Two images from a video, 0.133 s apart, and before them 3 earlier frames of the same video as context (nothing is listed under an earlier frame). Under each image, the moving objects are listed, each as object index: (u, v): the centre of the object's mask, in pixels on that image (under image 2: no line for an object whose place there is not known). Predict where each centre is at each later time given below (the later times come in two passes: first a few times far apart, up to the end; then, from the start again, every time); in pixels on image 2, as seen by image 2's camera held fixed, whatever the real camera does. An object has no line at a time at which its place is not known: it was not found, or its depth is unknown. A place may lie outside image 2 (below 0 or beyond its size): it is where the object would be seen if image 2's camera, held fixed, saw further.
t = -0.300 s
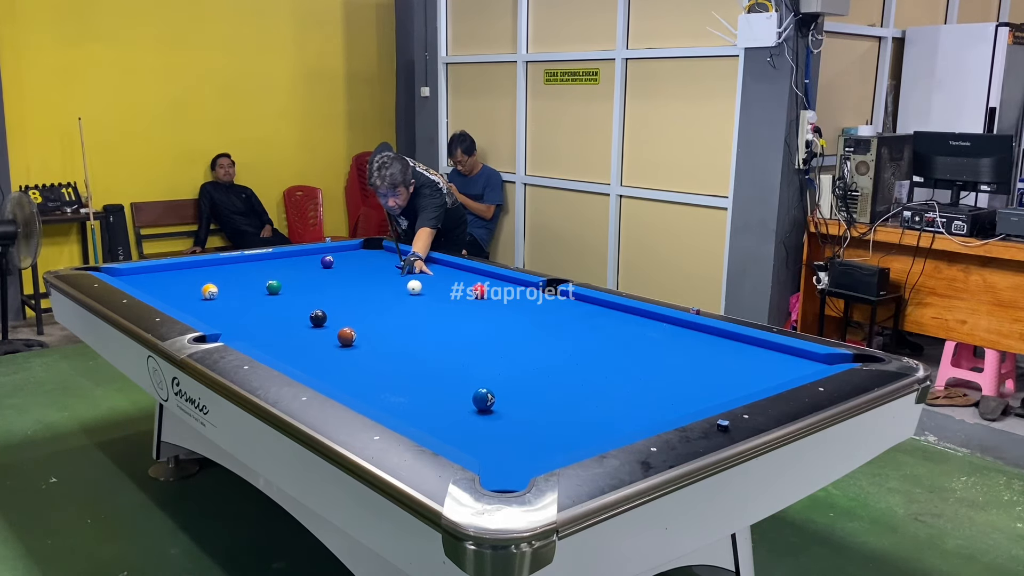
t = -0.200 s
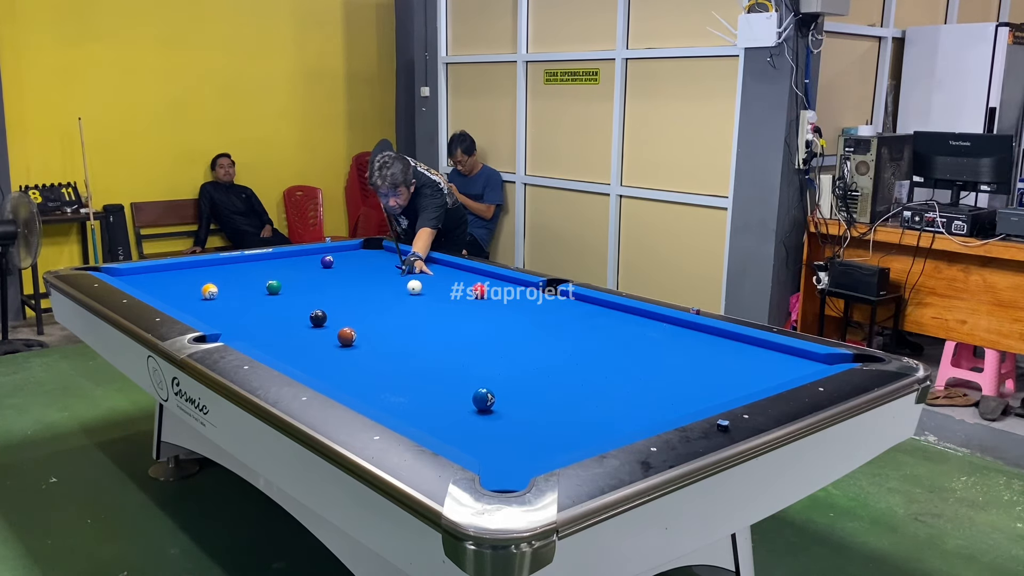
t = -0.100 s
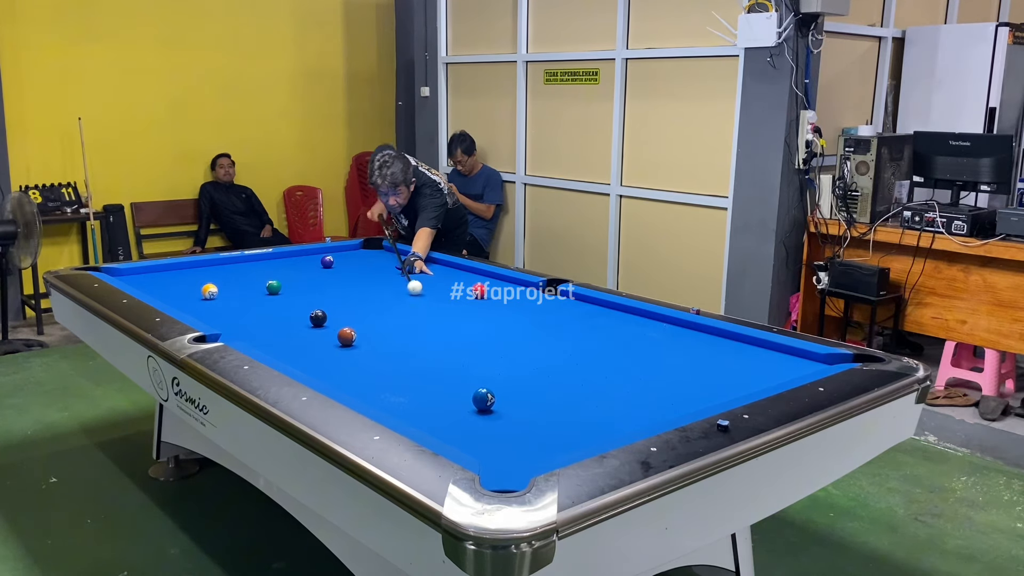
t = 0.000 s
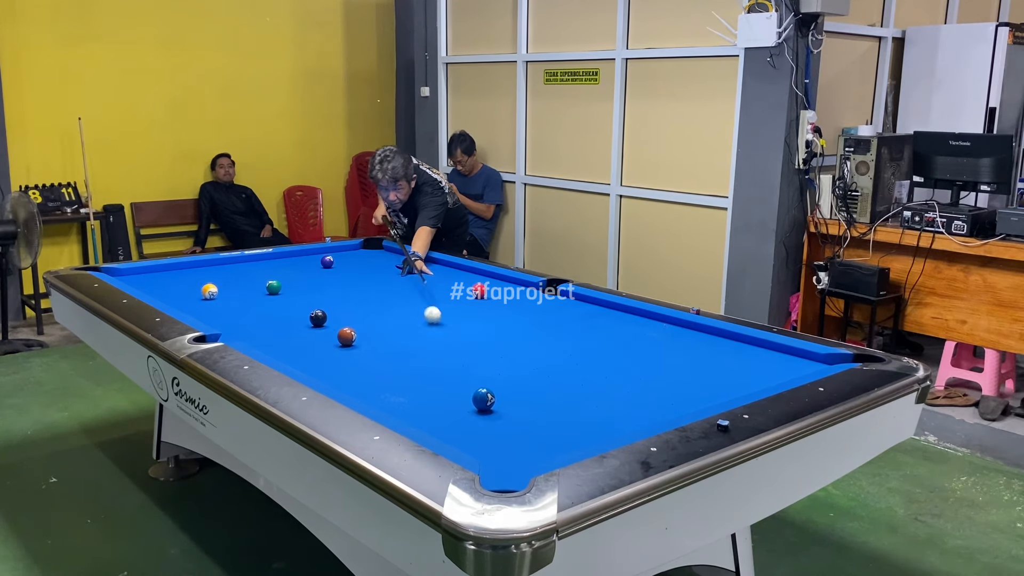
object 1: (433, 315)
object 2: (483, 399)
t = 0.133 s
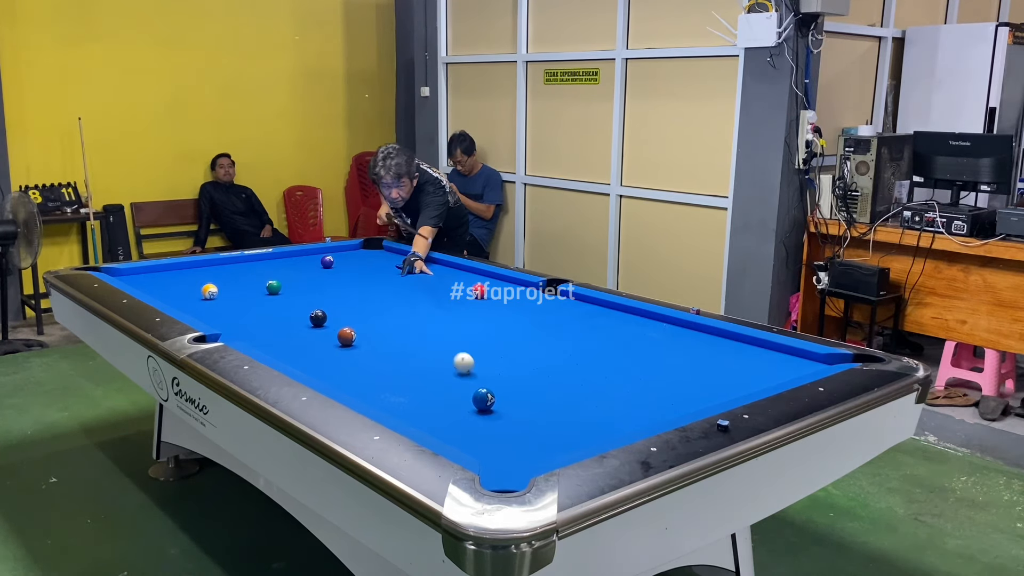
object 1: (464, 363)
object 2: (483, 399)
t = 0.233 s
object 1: (489, 391)
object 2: (489, 419)
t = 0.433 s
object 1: (513, 385)
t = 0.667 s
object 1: (529, 373)
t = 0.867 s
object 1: (540, 364)
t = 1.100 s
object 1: (553, 354)
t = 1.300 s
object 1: (562, 347)
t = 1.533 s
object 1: (571, 339)
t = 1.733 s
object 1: (579, 333)
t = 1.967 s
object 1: (586, 326)
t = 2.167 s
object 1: (592, 322)
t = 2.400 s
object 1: (598, 316)
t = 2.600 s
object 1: (603, 312)
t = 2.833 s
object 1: (607, 308)
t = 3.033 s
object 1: (609, 305)
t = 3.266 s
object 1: (599, 306)
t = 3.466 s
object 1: (592, 306)
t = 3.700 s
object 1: (584, 306)
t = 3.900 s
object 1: (579, 306)
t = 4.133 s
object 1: (574, 306)
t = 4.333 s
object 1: (570, 306)
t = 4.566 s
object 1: (567, 306)
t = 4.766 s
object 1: (566, 306)
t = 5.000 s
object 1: (566, 306)
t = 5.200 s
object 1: (566, 306)
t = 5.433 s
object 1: (566, 306)
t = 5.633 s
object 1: (566, 306)
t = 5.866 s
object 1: (566, 306)
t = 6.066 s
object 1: (566, 306)
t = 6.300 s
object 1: (566, 306)
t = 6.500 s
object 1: (566, 306)
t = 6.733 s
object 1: (566, 306)
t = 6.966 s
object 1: (566, 306)
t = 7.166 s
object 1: (566, 306)
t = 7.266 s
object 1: (566, 306)
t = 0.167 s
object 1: (473, 377)
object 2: (483, 399)
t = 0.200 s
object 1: (482, 386)
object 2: (484, 401)
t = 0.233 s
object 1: (489, 391)
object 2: (489, 419)
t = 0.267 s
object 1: (494, 391)
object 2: (494, 439)
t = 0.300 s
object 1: (499, 391)
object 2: (499, 460)
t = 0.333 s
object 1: (503, 390)
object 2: (505, 482)
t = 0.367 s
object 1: (507, 389)
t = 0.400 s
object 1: (510, 387)
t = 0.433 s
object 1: (513, 385)
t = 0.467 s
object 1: (515, 383)
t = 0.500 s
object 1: (518, 382)
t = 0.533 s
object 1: (520, 380)
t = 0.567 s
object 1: (522, 378)
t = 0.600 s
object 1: (524, 376)
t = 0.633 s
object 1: (527, 375)
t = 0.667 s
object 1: (529, 373)
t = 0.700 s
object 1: (531, 372)
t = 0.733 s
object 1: (533, 370)
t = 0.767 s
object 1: (535, 368)
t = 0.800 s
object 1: (537, 367)
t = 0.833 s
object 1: (539, 365)
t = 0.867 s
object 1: (540, 364)
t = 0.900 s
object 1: (542, 362)
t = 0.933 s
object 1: (544, 361)
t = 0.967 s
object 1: (546, 360)
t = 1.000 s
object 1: (548, 358)
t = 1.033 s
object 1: (549, 357)
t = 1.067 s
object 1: (551, 356)
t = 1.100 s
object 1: (553, 354)
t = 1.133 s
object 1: (554, 353)
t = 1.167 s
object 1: (556, 351)
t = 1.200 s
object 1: (558, 350)
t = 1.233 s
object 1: (559, 349)
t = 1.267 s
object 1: (560, 348)
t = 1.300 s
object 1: (562, 347)
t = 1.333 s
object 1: (563, 345)
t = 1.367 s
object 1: (565, 344)
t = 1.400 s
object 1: (566, 343)
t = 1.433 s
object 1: (567, 342)
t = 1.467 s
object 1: (569, 341)
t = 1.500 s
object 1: (570, 340)
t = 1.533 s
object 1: (571, 339)
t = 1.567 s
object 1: (573, 338)
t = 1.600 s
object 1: (574, 337)
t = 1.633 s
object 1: (575, 336)
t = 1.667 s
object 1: (576, 335)
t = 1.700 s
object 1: (578, 334)
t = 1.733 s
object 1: (579, 333)
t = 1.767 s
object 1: (580, 332)
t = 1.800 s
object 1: (581, 331)
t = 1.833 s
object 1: (582, 330)
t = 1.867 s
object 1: (583, 329)
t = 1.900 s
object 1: (585, 328)
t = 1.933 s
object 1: (585, 327)
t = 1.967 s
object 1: (586, 326)
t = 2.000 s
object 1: (587, 326)
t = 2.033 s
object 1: (588, 325)
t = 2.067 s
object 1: (589, 324)
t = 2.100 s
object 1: (590, 323)
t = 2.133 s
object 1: (591, 322)
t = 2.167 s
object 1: (592, 322)
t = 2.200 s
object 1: (593, 321)
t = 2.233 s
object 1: (594, 320)
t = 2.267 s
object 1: (595, 319)
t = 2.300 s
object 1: (596, 319)
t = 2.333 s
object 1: (596, 318)
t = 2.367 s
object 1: (597, 317)
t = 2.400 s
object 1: (598, 316)
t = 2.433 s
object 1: (599, 316)
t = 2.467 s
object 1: (600, 315)
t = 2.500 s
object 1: (600, 314)
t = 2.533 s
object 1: (601, 314)
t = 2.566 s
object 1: (602, 313)
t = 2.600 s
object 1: (603, 312)
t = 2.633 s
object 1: (603, 312)
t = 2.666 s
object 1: (604, 311)
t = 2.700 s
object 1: (605, 310)
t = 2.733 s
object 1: (605, 310)
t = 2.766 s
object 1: (606, 309)
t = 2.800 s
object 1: (607, 309)
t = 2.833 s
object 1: (607, 308)
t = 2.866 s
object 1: (608, 307)
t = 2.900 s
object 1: (609, 307)
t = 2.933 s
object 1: (609, 306)
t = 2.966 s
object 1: (610, 306)
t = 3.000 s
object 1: (610, 305)
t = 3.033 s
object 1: (609, 305)
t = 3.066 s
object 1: (607, 305)
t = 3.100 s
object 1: (606, 305)
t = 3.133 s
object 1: (605, 305)
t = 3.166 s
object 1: (603, 305)
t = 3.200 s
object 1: (602, 306)
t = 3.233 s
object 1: (601, 306)
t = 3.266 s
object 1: (599, 306)
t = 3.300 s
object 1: (598, 306)
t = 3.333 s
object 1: (597, 306)
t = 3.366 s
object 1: (595, 306)
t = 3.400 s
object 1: (594, 306)
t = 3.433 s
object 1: (593, 306)
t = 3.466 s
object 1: (592, 306)
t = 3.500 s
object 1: (591, 306)
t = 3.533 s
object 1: (589, 306)
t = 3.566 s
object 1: (588, 306)
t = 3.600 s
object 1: (587, 306)
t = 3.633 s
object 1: (586, 306)
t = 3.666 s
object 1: (585, 306)
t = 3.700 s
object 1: (584, 306)
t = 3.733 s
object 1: (584, 306)
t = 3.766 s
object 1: (582, 306)
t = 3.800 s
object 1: (581, 306)
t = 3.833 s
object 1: (580, 306)
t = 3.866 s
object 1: (580, 306)
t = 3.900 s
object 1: (579, 306)
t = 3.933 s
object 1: (578, 306)
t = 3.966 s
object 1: (577, 306)
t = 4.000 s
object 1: (576, 306)
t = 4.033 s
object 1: (576, 306)
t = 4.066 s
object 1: (575, 306)
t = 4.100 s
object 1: (574, 306)
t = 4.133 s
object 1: (574, 306)
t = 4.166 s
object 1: (573, 306)
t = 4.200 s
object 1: (572, 306)
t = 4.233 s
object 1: (572, 306)
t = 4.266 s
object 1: (571, 306)
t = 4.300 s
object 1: (571, 306)
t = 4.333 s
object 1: (570, 306)
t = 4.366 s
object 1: (570, 306)
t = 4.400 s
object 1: (569, 306)
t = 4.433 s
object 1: (569, 306)
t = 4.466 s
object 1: (569, 306)
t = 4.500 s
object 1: (568, 306)
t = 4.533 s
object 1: (568, 306)
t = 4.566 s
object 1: (567, 306)
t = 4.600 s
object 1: (567, 306)
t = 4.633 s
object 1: (567, 306)
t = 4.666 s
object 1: (567, 306)
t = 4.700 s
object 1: (566, 306)
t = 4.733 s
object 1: (566, 306)
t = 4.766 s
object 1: (566, 306)
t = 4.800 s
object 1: (566, 306)
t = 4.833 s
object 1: (566, 306)
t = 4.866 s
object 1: (566, 306)
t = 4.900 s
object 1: (566, 306)
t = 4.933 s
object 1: (566, 306)
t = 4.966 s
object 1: (566, 306)
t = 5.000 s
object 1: (566, 306)
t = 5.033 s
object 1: (566, 306)
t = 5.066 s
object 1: (566, 306)
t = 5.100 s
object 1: (566, 306)
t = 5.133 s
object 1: (566, 306)
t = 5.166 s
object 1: (566, 306)
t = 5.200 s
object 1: (566, 306)
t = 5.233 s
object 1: (566, 306)
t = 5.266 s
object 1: (566, 306)
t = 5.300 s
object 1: (566, 306)
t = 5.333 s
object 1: (566, 306)
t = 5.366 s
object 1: (566, 306)
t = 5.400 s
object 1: (566, 306)
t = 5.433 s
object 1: (566, 306)
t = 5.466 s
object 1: (566, 306)
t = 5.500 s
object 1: (566, 306)
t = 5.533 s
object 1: (566, 306)
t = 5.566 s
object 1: (566, 306)
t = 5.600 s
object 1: (566, 306)
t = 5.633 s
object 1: (566, 306)
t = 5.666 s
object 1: (566, 306)
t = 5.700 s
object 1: (566, 306)
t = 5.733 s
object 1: (566, 306)
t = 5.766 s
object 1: (566, 306)
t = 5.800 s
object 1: (566, 306)
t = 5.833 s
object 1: (566, 306)
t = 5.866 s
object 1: (566, 306)
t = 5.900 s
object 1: (566, 306)
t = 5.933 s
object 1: (566, 306)
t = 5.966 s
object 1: (566, 306)
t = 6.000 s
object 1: (566, 306)
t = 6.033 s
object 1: (566, 306)
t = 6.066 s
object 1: (566, 306)
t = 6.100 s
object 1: (566, 306)
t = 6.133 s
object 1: (566, 306)
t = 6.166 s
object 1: (566, 306)
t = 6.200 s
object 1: (566, 306)
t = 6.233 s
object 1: (566, 306)
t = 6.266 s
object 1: (566, 306)
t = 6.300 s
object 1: (566, 306)
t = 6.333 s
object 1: (566, 306)
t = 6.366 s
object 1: (566, 306)
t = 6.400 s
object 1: (566, 306)
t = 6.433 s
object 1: (566, 306)
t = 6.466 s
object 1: (566, 306)
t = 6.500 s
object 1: (566, 306)
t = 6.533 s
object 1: (566, 306)
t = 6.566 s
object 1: (566, 306)
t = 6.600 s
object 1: (566, 306)
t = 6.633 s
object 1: (566, 306)
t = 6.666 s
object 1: (566, 306)
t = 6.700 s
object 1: (566, 306)
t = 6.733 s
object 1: (566, 306)
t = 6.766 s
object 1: (566, 306)
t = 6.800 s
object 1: (566, 306)
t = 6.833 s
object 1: (566, 306)
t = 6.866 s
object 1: (566, 306)
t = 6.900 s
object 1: (566, 306)
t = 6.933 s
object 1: (566, 306)
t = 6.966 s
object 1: (566, 306)
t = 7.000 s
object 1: (566, 306)
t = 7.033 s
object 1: (566, 306)
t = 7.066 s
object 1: (566, 306)
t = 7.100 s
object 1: (566, 306)
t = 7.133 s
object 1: (566, 306)
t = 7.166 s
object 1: (566, 306)
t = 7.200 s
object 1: (566, 306)
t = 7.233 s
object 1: (566, 306)
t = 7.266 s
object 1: (566, 306)
